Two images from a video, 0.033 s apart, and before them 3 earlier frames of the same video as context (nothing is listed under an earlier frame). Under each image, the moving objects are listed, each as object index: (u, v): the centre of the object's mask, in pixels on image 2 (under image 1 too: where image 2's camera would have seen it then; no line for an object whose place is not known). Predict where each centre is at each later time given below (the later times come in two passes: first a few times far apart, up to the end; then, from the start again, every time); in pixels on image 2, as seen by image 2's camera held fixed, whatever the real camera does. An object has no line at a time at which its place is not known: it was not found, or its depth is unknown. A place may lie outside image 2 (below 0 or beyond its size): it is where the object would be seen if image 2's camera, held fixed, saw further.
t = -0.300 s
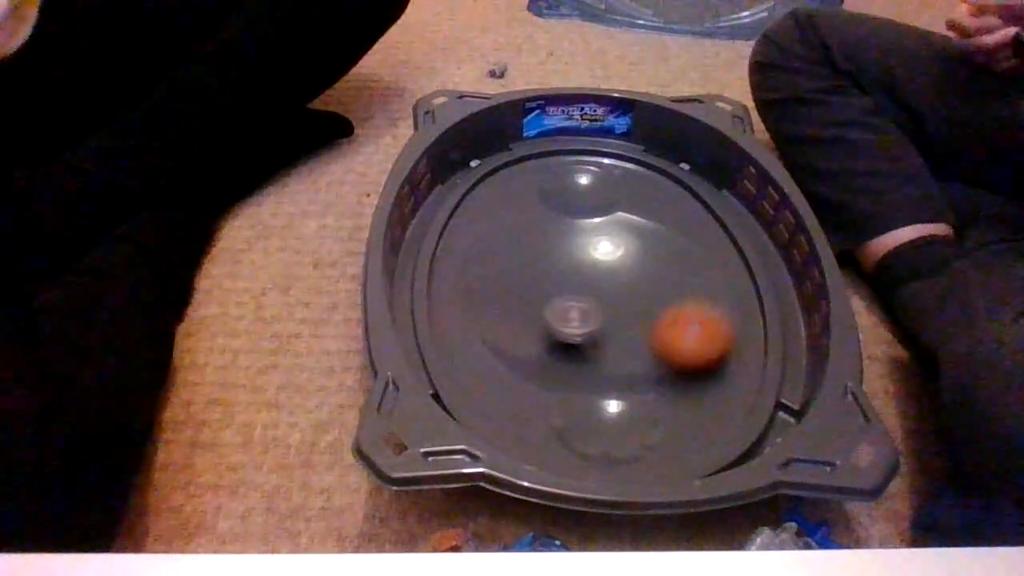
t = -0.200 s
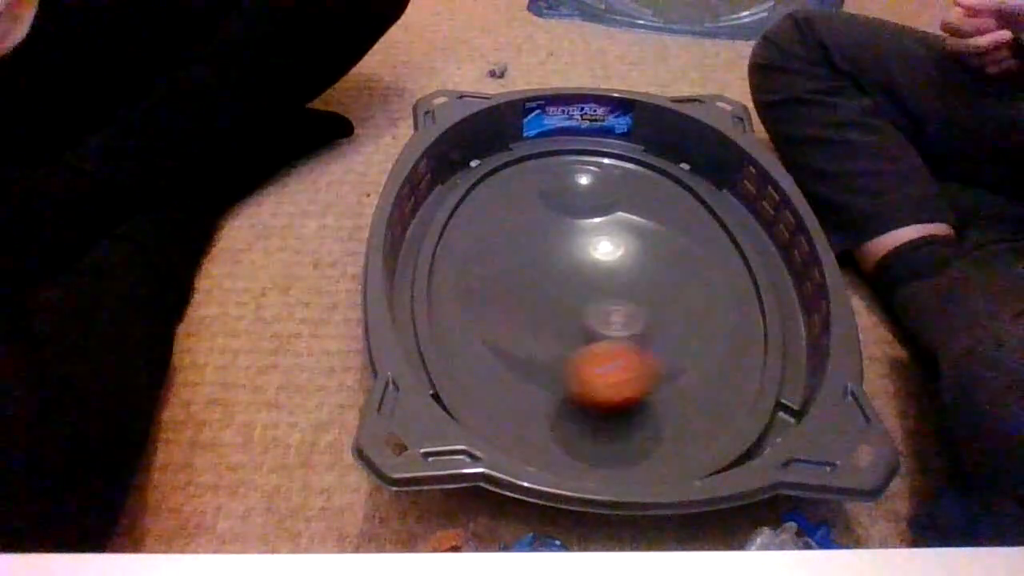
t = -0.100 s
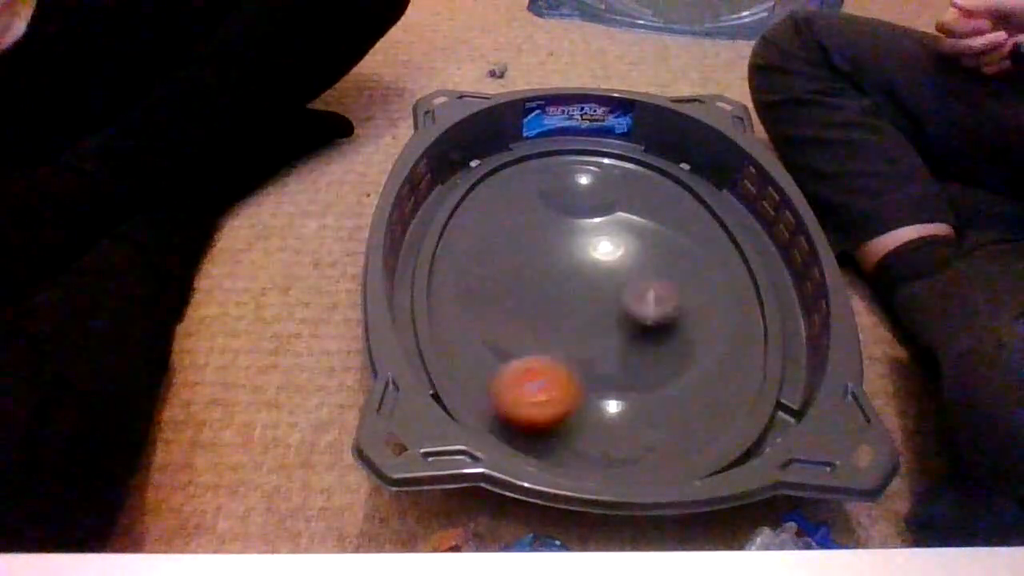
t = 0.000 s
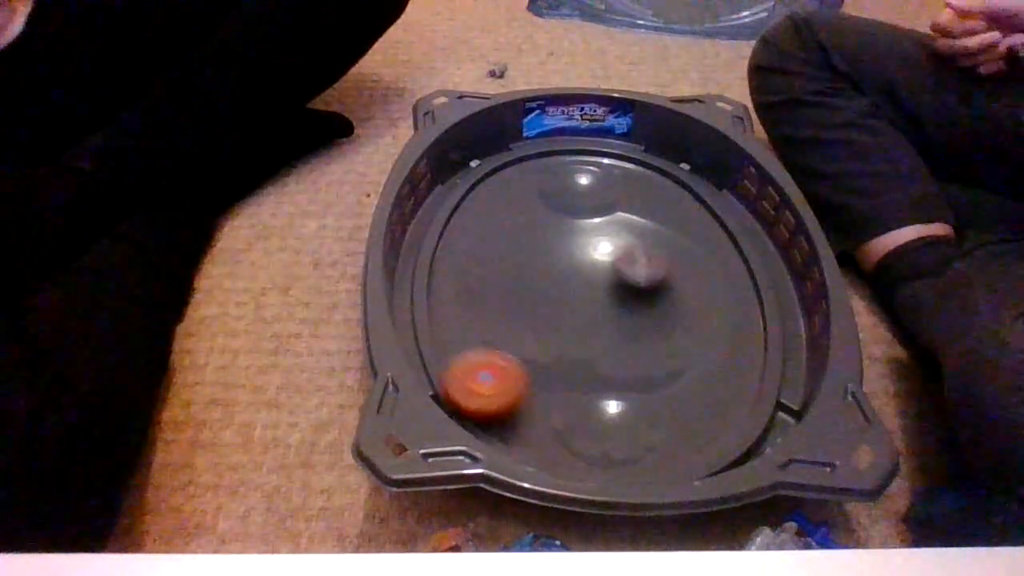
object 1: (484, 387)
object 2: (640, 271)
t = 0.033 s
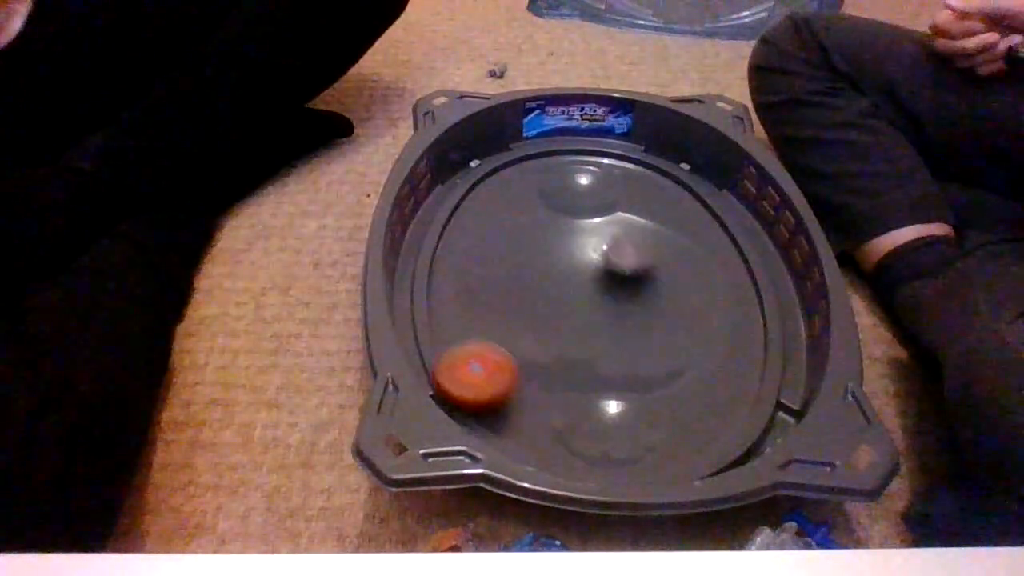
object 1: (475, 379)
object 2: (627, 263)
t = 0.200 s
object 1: (496, 322)
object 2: (522, 237)
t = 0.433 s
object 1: (673, 257)
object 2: (442, 267)
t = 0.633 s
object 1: (748, 268)
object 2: (520, 334)
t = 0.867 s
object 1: (771, 257)
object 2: (437, 310)
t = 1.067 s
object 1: (657, 273)
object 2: (463, 248)
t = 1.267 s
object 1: (546, 297)
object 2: (544, 215)
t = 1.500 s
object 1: (565, 304)
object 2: (605, 256)
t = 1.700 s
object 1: (531, 309)
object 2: (707, 217)
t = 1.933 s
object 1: (548, 270)
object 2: (611, 246)
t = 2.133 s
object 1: (551, 275)
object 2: (582, 236)
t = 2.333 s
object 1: (546, 306)
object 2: (584, 264)
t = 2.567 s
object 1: (529, 304)
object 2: (626, 291)
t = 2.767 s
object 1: (580, 302)
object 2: (651, 296)
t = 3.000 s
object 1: (570, 331)
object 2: (712, 266)
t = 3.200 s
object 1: (546, 314)
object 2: (631, 297)
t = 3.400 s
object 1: (535, 288)
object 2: (634, 285)
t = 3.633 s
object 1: (597, 287)
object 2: (651, 318)
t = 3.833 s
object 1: (607, 323)
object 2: (620, 370)
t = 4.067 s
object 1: (540, 306)
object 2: (562, 404)
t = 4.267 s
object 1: (588, 261)
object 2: (525, 428)
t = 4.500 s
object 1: (668, 307)
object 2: (469, 368)
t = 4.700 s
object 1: (587, 346)
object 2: (453, 305)
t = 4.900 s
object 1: (528, 283)
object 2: (452, 247)
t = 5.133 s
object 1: (612, 246)
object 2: (487, 187)
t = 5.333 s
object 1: (663, 304)
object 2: (536, 156)
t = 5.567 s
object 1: (553, 327)
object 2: (602, 155)
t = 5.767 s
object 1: (531, 260)
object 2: (651, 167)
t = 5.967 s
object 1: (621, 250)
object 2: (691, 193)
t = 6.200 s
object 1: (635, 331)
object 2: (728, 246)
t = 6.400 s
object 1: (540, 322)
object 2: (755, 305)
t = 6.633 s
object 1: (561, 258)
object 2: (741, 374)
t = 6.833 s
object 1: (649, 283)
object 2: (702, 437)
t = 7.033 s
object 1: (621, 341)
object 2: (648, 441)
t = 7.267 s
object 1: (535, 300)
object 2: (582, 384)
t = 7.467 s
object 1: (586, 257)
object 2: (602, 405)
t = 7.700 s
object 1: (655, 299)
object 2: (609, 382)
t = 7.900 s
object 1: (600, 314)
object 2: (588, 375)
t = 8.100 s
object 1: (563, 273)
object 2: (582, 416)
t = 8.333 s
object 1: (616, 264)
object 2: (631, 417)
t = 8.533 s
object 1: (610, 312)
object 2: (583, 366)
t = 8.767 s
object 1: (568, 240)
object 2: (600, 454)
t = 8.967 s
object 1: (618, 245)
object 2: (619, 413)
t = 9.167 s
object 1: (615, 305)
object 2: (577, 369)
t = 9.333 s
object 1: (576, 303)
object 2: (582, 353)
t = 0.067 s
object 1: (471, 368)
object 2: (608, 258)
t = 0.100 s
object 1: (471, 357)
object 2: (586, 244)
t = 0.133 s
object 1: (476, 344)
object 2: (564, 238)
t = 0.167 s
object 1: (486, 330)
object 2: (543, 237)
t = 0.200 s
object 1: (496, 322)
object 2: (522, 237)
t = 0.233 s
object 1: (508, 309)
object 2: (500, 248)
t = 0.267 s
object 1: (525, 295)
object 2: (480, 250)
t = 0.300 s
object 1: (554, 290)
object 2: (449, 246)
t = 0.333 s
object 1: (586, 280)
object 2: (437, 236)
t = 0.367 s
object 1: (618, 273)
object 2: (436, 243)
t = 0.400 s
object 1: (648, 262)
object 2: (438, 256)
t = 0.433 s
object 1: (673, 257)
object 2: (442, 267)
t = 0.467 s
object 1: (696, 252)
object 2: (450, 274)
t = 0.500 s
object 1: (714, 249)
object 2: (457, 282)
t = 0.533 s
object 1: (729, 251)
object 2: (465, 291)
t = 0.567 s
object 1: (740, 256)
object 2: (479, 306)
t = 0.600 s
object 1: (747, 260)
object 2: (502, 325)
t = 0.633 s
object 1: (748, 268)
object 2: (520, 334)
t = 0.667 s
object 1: (744, 276)
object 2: (551, 350)
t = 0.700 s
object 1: (736, 285)
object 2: (585, 353)
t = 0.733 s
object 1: (727, 296)
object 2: (619, 353)
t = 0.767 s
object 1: (716, 308)
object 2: (643, 347)
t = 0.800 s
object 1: (750, 297)
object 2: (565, 348)
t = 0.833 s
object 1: (774, 274)
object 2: (494, 329)
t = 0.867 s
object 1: (771, 257)
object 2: (437, 310)
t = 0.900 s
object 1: (762, 252)
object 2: (424, 276)
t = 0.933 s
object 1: (744, 257)
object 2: (416, 256)
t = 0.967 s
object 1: (726, 270)
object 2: (428, 247)
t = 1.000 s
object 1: (705, 267)
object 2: (438, 250)
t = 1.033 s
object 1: (681, 272)
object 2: (451, 259)
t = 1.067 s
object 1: (657, 273)
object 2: (463, 248)
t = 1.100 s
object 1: (627, 277)
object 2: (478, 245)
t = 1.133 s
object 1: (600, 279)
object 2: (495, 246)
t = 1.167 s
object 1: (573, 280)
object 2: (515, 242)
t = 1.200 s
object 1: (559, 282)
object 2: (533, 232)
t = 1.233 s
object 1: (552, 289)
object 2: (535, 220)
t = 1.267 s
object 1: (546, 297)
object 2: (544, 215)
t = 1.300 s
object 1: (543, 303)
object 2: (552, 212)
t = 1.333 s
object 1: (542, 306)
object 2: (560, 207)
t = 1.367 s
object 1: (543, 310)
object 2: (576, 205)
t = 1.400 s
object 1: (547, 310)
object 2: (577, 214)
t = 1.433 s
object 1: (552, 311)
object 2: (586, 228)
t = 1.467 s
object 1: (558, 309)
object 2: (595, 248)
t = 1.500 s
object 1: (565, 304)
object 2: (605, 256)
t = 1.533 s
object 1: (571, 298)
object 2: (616, 269)
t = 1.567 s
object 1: (562, 301)
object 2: (644, 267)
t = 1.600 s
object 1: (552, 306)
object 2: (672, 255)
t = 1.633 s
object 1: (543, 308)
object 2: (701, 237)
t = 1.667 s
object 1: (535, 308)
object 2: (709, 224)
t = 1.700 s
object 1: (531, 309)
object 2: (707, 217)
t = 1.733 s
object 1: (530, 306)
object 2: (703, 222)
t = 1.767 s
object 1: (529, 300)
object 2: (694, 226)
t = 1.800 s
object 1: (530, 296)
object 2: (682, 228)
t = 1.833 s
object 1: (532, 291)
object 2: (668, 230)
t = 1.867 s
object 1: (536, 284)
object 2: (652, 236)
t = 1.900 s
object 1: (541, 277)
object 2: (633, 240)
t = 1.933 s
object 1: (548, 270)
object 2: (611, 246)
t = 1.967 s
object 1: (551, 266)
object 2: (600, 245)
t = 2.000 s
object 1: (548, 267)
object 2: (596, 239)
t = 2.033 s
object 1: (548, 268)
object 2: (593, 237)
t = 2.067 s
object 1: (549, 270)
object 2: (589, 235)
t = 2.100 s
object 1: (550, 272)
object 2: (586, 235)
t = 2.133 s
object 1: (551, 275)
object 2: (582, 236)
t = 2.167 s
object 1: (554, 280)
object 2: (579, 238)
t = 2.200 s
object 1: (554, 284)
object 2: (579, 241)
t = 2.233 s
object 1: (553, 290)
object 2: (578, 245)
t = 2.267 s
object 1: (552, 296)
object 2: (579, 251)
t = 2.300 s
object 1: (550, 300)
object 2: (580, 255)
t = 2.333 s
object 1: (546, 306)
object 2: (584, 264)
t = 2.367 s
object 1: (543, 310)
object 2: (589, 271)
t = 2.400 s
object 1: (539, 313)
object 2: (595, 277)
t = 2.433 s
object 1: (536, 314)
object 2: (600, 280)
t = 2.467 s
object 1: (533, 313)
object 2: (607, 284)
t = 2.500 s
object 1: (531, 312)
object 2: (614, 286)
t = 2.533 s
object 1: (530, 309)
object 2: (621, 289)
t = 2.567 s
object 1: (529, 304)
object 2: (626, 291)
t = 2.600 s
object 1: (530, 301)
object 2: (632, 294)
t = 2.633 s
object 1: (535, 297)
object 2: (636, 296)
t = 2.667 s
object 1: (545, 295)
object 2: (641, 297)
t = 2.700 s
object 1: (556, 296)
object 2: (645, 297)
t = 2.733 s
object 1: (570, 298)
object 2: (646, 298)
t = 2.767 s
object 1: (580, 302)
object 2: (651, 296)
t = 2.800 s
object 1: (580, 306)
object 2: (671, 293)
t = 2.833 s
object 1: (580, 312)
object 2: (688, 286)
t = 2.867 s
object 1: (580, 317)
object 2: (698, 280)
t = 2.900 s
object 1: (579, 322)
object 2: (708, 272)
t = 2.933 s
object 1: (577, 327)
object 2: (713, 269)
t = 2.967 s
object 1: (575, 329)
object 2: (714, 267)
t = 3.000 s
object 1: (570, 331)
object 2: (712, 266)
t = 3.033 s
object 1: (566, 331)
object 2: (706, 268)
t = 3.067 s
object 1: (560, 331)
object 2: (696, 273)
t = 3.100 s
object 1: (554, 329)
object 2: (685, 279)
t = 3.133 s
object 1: (548, 325)
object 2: (669, 287)
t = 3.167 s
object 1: (546, 319)
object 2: (650, 291)
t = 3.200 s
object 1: (546, 314)
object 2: (631, 297)
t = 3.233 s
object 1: (552, 306)
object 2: (617, 306)
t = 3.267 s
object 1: (550, 301)
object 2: (611, 302)
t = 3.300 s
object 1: (538, 300)
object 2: (617, 296)
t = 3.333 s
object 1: (532, 297)
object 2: (625, 291)
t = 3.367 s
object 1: (532, 293)
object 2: (631, 286)
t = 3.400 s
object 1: (535, 288)
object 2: (634, 285)
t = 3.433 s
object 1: (544, 285)
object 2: (634, 285)
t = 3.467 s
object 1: (556, 283)
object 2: (629, 287)
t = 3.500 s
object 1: (569, 280)
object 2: (628, 290)
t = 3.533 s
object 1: (574, 279)
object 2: (639, 301)
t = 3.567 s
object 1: (580, 281)
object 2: (649, 302)
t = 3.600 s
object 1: (588, 282)
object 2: (654, 314)
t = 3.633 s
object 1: (597, 287)
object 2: (651, 318)
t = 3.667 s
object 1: (603, 291)
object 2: (648, 329)
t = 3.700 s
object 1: (610, 298)
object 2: (641, 342)
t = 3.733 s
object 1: (614, 304)
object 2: (635, 351)
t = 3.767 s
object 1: (615, 310)
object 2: (629, 359)
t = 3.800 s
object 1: (613, 317)
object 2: (625, 365)
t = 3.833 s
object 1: (607, 323)
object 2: (620, 370)
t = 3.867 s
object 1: (598, 327)
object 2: (614, 373)
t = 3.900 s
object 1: (587, 331)
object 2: (606, 375)
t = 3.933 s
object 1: (575, 332)
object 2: (598, 377)
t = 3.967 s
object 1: (565, 330)
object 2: (587, 380)
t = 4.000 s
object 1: (554, 323)
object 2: (577, 386)
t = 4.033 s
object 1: (546, 316)
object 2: (567, 395)
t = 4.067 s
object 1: (540, 306)
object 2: (562, 404)
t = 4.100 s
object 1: (539, 295)
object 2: (560, 411)
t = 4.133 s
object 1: (541, 284)
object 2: (559, 419)
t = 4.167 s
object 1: (549, 275)
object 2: (556, 424)
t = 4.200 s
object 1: (559, 269)
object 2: (546, 430)
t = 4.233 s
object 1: (572, 265)
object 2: (534, 430)
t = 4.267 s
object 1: (588, 261)
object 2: (525, 428)
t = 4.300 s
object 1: (605, 261)
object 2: (520, 422)
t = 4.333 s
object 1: (621, 263)
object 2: (516, 415)
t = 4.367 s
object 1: (638, 268)
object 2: (509, 407)
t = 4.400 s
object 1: (650, 276)
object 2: (499, 397)
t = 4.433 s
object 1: (659, 283)
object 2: (488, 388)
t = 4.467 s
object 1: (667, 296)
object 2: (479, 378)
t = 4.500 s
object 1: (668, 307)
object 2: (469, 368)
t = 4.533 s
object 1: (666, 320)
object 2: (464, 358)
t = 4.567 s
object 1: (657, 330)
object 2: (462, 347)
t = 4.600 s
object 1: (644, 340)
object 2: (461, 338)
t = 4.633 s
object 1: (628, 345)
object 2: (460, 327)
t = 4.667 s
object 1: (608, 348)
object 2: (457, 315)
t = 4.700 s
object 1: (587, 346)
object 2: (453, 305)
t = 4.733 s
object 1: (568, 340)
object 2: (450, 293)
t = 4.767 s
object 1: (552, 330)
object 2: (447, 282)
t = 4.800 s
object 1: (540, 319)
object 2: (446, 272)
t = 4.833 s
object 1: (532, 308)
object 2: (445, 263)
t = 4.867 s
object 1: (528, 295)
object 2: (448, 255)
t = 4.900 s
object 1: (528, 283)
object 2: (452, 247)
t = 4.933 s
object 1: (532, 272)
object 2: (457, 239)
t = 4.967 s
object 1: (540, 262)
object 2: (461, 229)
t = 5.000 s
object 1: (550, 254)
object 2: (465, 221)
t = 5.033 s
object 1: (563, 250)
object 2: (470, 212)
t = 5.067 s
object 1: (577, 244)
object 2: (475, 204)
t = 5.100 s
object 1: (594, 243)
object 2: (482, 196)
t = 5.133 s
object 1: (612, 246)
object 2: (487, 187)
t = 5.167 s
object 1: (629, 251)
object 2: (494, 177)
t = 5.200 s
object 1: (644, 257)
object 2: (501, 168)
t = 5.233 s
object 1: (655, 268)
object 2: (509, 162)
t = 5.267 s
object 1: (662, 278)
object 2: (519, 160)
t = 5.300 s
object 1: (666, 290)
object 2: (529, 158)
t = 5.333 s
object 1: (663, 304)
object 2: (536, 156)
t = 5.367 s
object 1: (657, 318)
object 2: (547, 153)
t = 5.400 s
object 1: (644, 328)
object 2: (557, 152)
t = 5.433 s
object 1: (626, 335)
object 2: (565, 150)
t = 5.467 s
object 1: (607, 340)
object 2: (574, 152)
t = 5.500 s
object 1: (587, 339)
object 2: (583, 150)
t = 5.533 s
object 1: (568, 335)
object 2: (592, 154)
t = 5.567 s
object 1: (553, 327)
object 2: (602, 155)
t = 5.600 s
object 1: (539, 317)
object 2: (612, 157)
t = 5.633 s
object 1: (530, 306)
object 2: (623, 155)
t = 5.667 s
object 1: (524, 293)
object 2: (633, 156)
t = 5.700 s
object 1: (521, 281)
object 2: (639, 160)
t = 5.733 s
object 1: (525, 270)
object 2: (646, 164)
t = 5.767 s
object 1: (531, 260)
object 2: (651, 167)
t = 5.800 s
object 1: (540, 251)
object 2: (659, 172)
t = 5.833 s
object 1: (553, 245)
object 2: (668, 175)
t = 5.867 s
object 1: (567, 241)
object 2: (677, 180)
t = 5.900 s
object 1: (584, 240)
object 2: (686, 183)
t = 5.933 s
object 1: (603, 244)
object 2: (690, 188)
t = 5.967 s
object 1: (621, 250)
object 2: (691, 193)
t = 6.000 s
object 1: (638, 260)
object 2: (694, 198)
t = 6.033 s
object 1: (647, 271)
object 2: (697, 204)
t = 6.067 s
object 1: (653, 283)
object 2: (702, 210)
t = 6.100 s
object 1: (655, 296)
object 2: (709, 218)
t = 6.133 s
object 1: (653, 310)
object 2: (716, 226)
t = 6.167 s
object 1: (646, 321)
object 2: (722, 237)
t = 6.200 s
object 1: (635, 331)
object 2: (728, 246)
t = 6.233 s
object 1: (620, 338)
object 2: (735, 256)
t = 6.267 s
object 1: (603, 341)
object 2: (741, 266)
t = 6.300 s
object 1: (585, 341)
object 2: (746, 276)
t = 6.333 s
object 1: (568, 338)
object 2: (751, 286)
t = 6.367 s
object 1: (553, 331)
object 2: (754, 296)
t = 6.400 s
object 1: (540, 322)
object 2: (755, 305)
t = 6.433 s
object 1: (531, 313)
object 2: (753, 312)
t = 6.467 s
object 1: (527, 300)
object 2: (753, 321)
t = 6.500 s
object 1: (525, 290)
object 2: (752, 331)
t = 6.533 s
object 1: (529, 278)
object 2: (749, 340)
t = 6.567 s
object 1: (536, 269)
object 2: (747, 351)
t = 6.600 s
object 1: (547, 262)
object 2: (743, 363)
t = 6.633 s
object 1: (561, 258)
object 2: (741, 374)
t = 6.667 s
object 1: (576, 255)
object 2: (735, 386)
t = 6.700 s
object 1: (593, 256)
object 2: (730, 398)
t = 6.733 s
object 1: (612, 261)
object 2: (724, 408)
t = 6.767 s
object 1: (628, 268)
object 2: (716, 420)
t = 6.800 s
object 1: (641, 274)
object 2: (710, 429)
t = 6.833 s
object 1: (649, 283)
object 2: (702, 437)
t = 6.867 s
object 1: (655, 294)
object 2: (696, 441)
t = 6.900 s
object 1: (657, 305)
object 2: (689, 442)
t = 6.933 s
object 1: (654, 317)
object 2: (682, 441)
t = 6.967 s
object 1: (647, 327)
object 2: (673, 441)
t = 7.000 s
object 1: (636, 335)
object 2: (660, 441)
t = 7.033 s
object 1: (621, 341)
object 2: (648, 441)
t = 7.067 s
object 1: (605, 344)
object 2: (631, 438)
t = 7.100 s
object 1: (587, 344)
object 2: (619, 430)
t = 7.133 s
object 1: (571, 339)
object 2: (607, 420)
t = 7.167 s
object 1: (557, 331)
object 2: (599, 410)
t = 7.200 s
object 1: (545, 321)
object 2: (590, 400)
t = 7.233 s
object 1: (538, 310)
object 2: (585, 389)
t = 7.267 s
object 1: (535, 300)
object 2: (582, 384)
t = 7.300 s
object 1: (536, 289)
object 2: (582, 383)
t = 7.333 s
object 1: (540, 279)
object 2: (582, 386)
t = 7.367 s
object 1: (549, 270)
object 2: (586, 391)
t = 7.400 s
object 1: (559, 262)
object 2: (591, 396)
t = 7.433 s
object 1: (572, 258)
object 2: (596, 402)
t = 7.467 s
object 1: (586, 257)
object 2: (602, 405)
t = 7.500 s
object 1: (601, 257)
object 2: (608, 408)
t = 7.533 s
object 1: (617, 260)
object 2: (612, 407)
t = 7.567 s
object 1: (631, 265)
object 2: (615, 405)
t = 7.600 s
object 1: (642, 271)
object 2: (616, 400)
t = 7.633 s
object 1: (650, 279)
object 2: (615, 395)
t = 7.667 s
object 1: (654, 289)
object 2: (612, 389)
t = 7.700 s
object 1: (655, 299)
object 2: (609, 382)
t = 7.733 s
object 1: (652, 311)
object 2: (609, 376)
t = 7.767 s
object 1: (645, 319)
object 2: (609, 371)
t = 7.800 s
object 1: (636, 320)
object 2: (609, 365)
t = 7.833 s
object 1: (625, 319)
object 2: (601, 368)
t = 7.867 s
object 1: (614, 317)
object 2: (593, 375)
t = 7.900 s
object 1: (600, 314)
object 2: (588, 375)
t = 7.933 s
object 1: (589, 312)
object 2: (582, 380)
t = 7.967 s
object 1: (578, 304)
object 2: (580, 385)
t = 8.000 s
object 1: (570, 296)
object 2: (580, 392)
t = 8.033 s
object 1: (564, 289)
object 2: (581, 400)
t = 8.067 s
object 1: (563, 281)
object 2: (581, 409)
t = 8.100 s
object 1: (563, 273)
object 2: (582, 416)
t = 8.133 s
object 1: (565, 266)
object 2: (584, 424)
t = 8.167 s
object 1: (570, 261)
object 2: (591, 431)
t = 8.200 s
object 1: (577, 256)
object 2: (601, 433)
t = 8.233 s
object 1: (586, 254)
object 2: (608, 436)
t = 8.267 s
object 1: (596, 256)
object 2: (621, 435)
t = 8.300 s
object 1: (607, 258)
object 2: (629, 428)
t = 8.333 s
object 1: (616, 264)
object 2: (631, 417)
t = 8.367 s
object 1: (623, 272)
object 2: (626, 405)
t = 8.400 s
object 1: (627, 281)
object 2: (619, 394)
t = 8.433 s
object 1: (627, 289)
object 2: (609, 384)
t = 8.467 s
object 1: (625, 298)
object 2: (597, 380)
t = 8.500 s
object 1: (619, 307)
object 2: (589, 373)
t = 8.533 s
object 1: (610, 312)
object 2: (583, 366)
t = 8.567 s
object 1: (600, 312)
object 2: (580, 359)
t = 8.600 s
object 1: (590, 308)
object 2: (578, 369)
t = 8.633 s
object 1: (580, 291)
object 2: (578, 390)
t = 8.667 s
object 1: (572, 274)
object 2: (579, 429)
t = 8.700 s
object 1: (568, 259)
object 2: (586, 444)
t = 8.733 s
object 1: (566, 249)
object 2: (592, 455)
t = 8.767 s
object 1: (568, 240)
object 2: (600, 454)
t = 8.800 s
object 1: (573, 236)
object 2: (605, 452)
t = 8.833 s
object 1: (580, 233)
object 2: (611, 448)
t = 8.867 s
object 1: (589, 231)
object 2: (615, 443)
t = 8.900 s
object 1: (598, 233)
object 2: (618, 440)
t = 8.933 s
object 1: (608, 237)
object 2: (621, 431)
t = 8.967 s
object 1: (618, 245)
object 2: (619, 413)
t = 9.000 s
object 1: (623, 255)
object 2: (612, 403)
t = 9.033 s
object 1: (627, 267)
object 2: (606, 391)
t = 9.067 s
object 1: (627, 276)
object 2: (600, 383)
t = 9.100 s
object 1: (625, 285)
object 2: (592, 379)
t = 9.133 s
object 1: (621, 295)
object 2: (583, 375)
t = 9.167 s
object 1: (615, 305)
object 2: (577, 369)
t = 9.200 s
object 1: (608, 311)
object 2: (576, 363)
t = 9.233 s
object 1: (600, 311)
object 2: (579, 354)
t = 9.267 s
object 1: (592, 309)
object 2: (578, 357)
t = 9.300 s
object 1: (584, 306)
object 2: (580, 355)
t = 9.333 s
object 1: (576, 303)
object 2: (582, 353)
